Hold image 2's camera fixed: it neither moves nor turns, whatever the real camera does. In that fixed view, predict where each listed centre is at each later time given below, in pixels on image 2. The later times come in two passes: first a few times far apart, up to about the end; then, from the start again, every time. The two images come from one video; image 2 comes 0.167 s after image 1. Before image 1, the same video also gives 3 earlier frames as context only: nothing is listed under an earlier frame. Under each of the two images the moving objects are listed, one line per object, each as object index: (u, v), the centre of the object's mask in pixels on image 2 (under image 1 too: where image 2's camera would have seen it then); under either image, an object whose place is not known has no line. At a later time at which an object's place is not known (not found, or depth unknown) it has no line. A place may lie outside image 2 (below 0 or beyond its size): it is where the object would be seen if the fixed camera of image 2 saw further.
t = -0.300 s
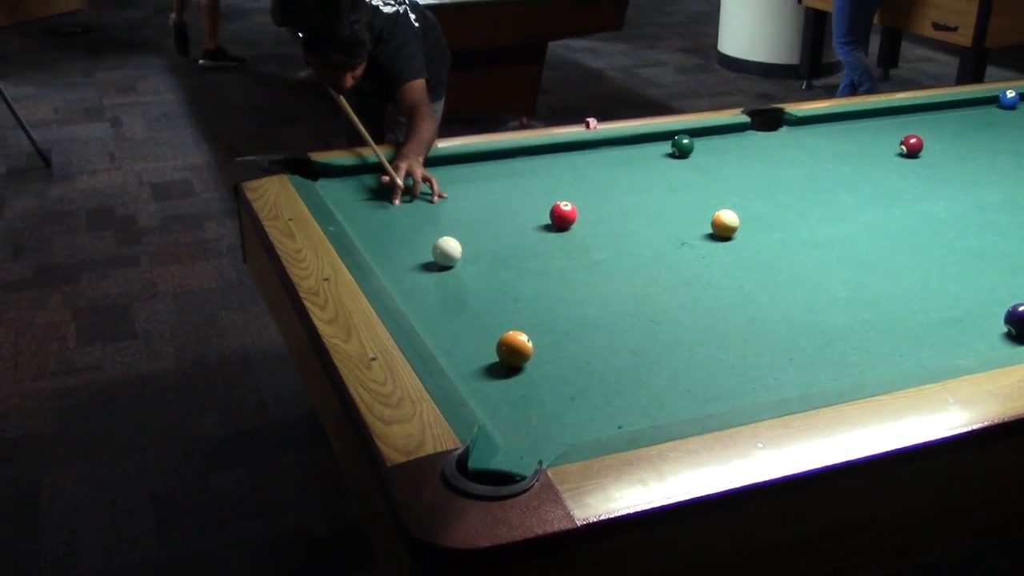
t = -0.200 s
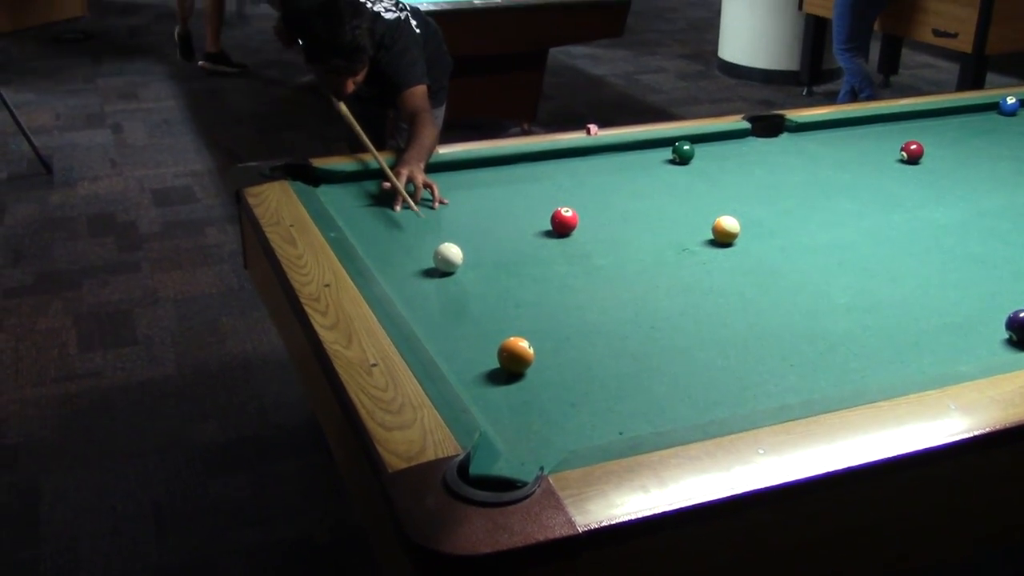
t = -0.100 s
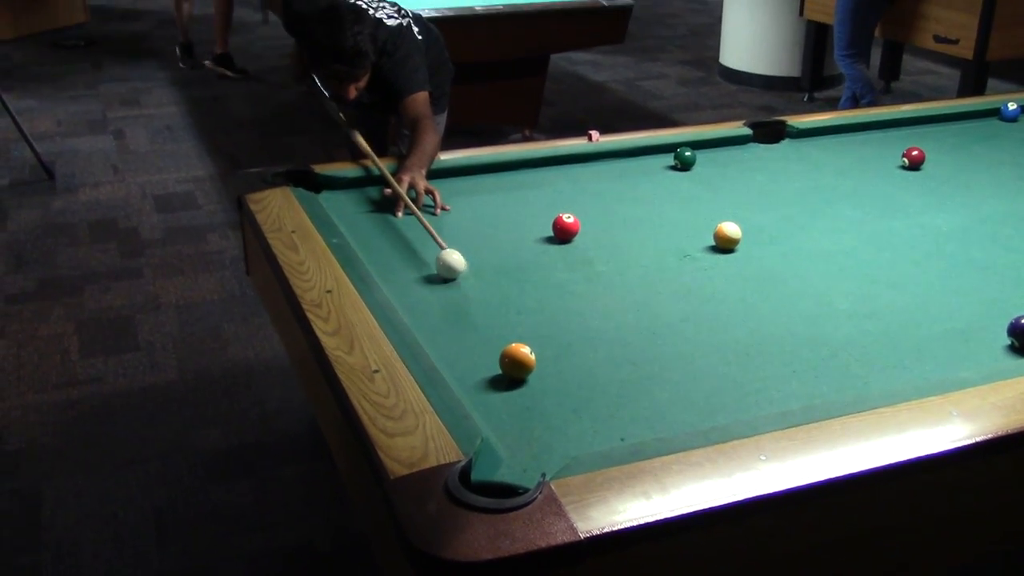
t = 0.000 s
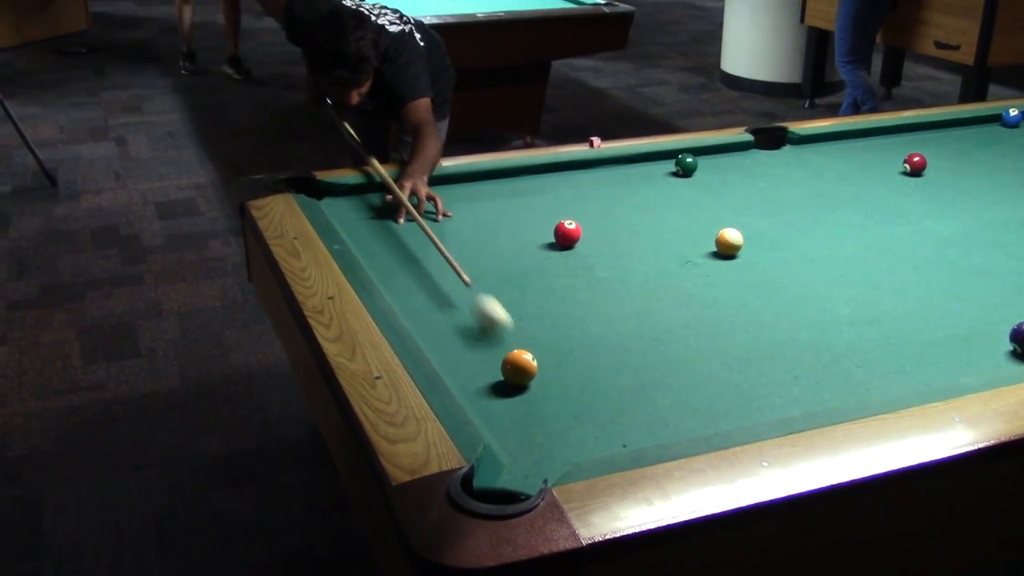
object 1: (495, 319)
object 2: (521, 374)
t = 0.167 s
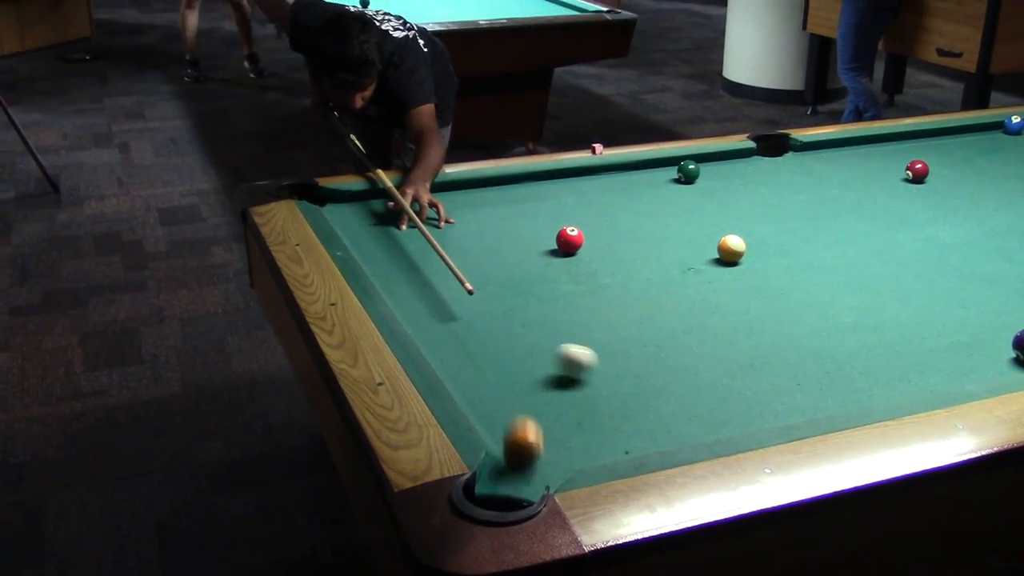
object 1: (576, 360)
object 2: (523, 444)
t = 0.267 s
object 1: (627, 371)
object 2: (519, 498)
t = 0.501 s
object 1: (756, 411)
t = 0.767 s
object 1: (788, 381)
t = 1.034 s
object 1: (798, 344)
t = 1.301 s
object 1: (806, 313)
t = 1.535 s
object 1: (812, 290)
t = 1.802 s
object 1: (818, 267)
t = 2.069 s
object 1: (823, 248)
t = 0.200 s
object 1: (592, 363)
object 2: (523, 466)
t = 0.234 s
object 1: (610, 367)
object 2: (525, 480)
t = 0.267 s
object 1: (627, 371)
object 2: (519, 498)
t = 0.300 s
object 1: (645, 377)
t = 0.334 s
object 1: (662, 382)
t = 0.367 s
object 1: (681, 388)
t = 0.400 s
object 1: (700, 393)
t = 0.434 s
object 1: (718, 400)
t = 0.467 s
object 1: (737, 405)
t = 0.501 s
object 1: (756, 411)
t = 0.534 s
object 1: (775, 412)
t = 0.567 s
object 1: (778, 410)
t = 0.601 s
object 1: (780, 406)
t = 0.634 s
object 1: (782, 401)
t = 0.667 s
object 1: (783, 396)
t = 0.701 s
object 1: (785, 390)
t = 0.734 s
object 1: (786, 386)
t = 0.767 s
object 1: (788, 381)
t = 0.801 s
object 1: (789, 375)
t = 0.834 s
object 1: (791, 371)
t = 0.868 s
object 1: (792, 366)
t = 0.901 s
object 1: (793, 361)
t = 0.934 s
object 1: (794, 357)
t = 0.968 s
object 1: (796, 352)
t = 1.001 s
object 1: (797, 348)
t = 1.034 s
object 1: (798, 344)
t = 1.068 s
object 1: (799, 340)
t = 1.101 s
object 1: (800, 336)
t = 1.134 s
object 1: (801, 331)
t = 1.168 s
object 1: (802, 328)
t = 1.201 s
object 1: (803, 324)
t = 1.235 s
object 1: (804, 320)
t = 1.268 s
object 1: (805, 317)
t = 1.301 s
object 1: (806, 313)
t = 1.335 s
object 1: (807, 309)
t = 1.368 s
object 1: (808, 306)
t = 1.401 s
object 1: (809, 302)
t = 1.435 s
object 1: (810, 299)
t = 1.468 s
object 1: (811, 296)
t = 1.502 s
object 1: (811, 293)
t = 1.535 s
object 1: (812, 290)
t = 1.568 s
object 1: (813, 287)
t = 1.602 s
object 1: (814, 284)
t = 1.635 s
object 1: (815, 281)
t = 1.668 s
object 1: (815, 278)
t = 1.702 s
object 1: (816, 275)
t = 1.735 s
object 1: (817, 272)
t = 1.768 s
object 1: (817, 270)
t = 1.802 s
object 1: (818, 267)
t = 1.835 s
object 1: (819, 265)
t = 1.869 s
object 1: (820, 262)
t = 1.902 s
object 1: (820, 260)
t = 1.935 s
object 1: (821, 257)
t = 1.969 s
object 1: (822, 255)
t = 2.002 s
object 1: (822, 253)
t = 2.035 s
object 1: (823, 250)
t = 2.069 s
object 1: (823, 248)
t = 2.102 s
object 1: (824, 246)
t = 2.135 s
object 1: (825, 243)
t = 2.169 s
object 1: (825, 241)
